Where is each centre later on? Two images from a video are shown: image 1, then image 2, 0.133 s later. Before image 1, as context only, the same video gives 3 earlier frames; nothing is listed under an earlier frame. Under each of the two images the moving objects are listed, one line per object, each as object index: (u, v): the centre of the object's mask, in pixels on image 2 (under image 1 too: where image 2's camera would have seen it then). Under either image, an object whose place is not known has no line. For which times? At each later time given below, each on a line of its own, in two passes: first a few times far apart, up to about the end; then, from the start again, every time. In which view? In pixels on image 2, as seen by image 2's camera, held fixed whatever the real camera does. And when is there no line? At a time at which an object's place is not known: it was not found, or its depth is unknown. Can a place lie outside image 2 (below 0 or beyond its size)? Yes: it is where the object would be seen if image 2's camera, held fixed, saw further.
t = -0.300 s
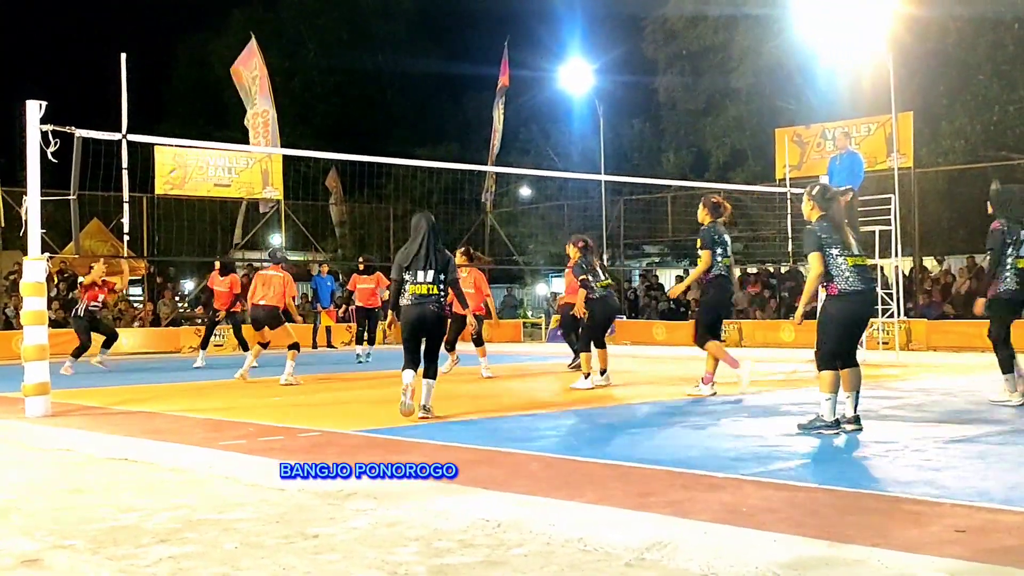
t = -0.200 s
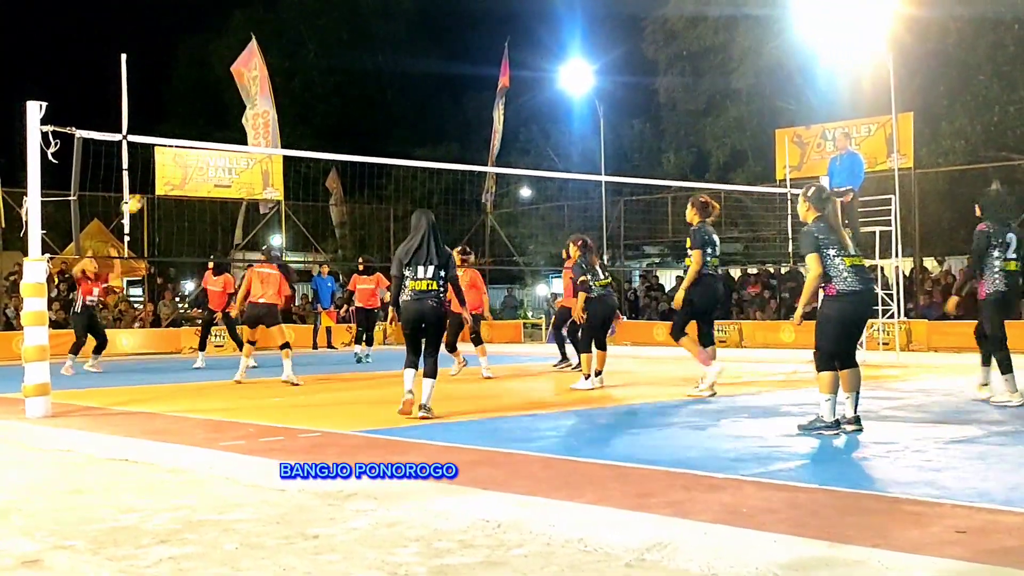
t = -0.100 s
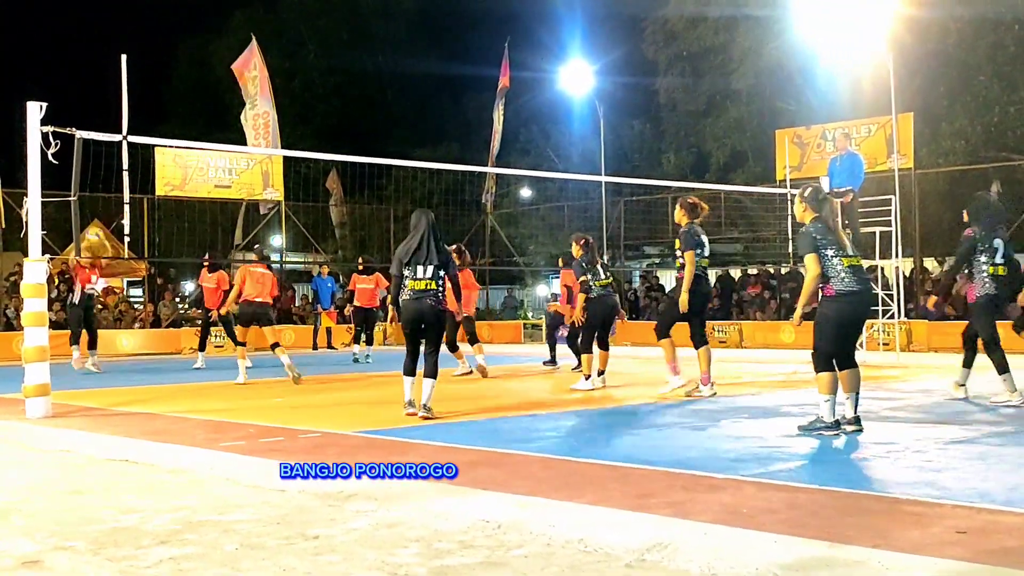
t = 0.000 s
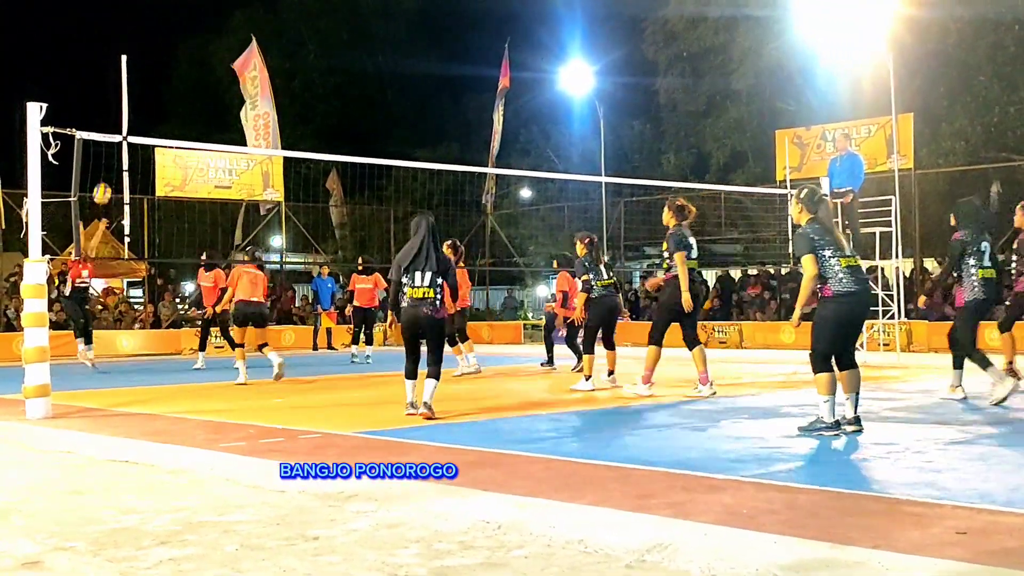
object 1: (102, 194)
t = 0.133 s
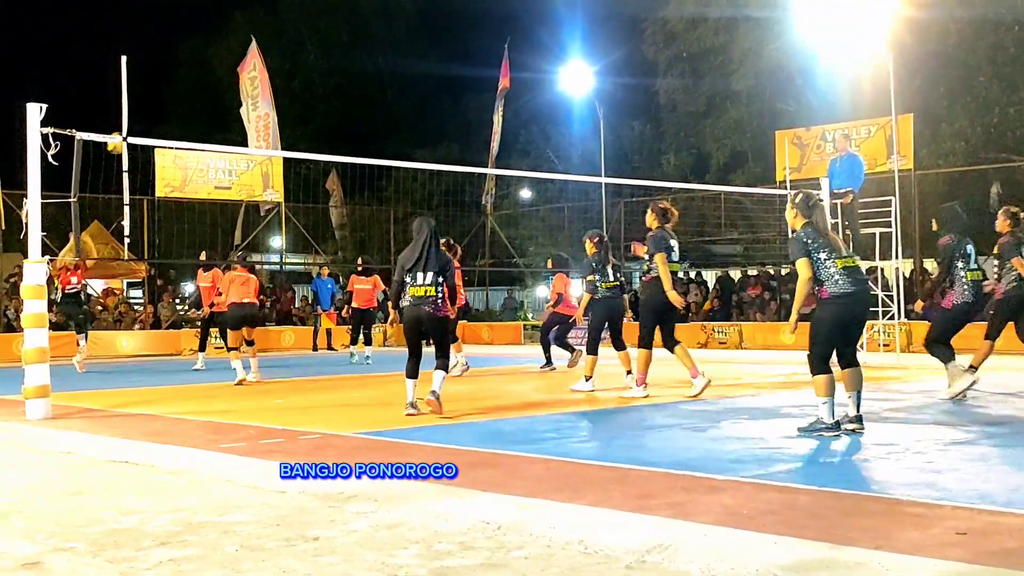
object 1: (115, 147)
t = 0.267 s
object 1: (133, 105)
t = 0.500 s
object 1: (158, 72)
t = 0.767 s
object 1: (189, 90)
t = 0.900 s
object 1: (205, 122)
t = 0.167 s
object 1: (117, 129)
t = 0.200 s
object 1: (123, 123)
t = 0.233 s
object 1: (128, 113)
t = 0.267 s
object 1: (133, 105)
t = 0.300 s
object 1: (135, 98)
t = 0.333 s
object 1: (138, 92)
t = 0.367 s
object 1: (143, 86)
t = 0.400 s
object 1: (146, 81)
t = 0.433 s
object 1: (150, 78)
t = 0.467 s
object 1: (154, 74)
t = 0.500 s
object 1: (158, 72)
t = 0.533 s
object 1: (161, 71)
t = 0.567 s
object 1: (166, 71)
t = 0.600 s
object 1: (169, 72)
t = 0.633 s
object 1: (173, 73)
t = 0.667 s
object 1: (177, 76)
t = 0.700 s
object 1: (181, 80)
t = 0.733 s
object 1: (185, 84)
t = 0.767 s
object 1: (189, 90)
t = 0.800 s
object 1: (193, 96)
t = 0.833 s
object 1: (197, 104)
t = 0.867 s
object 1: (202, 113)
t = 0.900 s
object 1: (205, 122)
